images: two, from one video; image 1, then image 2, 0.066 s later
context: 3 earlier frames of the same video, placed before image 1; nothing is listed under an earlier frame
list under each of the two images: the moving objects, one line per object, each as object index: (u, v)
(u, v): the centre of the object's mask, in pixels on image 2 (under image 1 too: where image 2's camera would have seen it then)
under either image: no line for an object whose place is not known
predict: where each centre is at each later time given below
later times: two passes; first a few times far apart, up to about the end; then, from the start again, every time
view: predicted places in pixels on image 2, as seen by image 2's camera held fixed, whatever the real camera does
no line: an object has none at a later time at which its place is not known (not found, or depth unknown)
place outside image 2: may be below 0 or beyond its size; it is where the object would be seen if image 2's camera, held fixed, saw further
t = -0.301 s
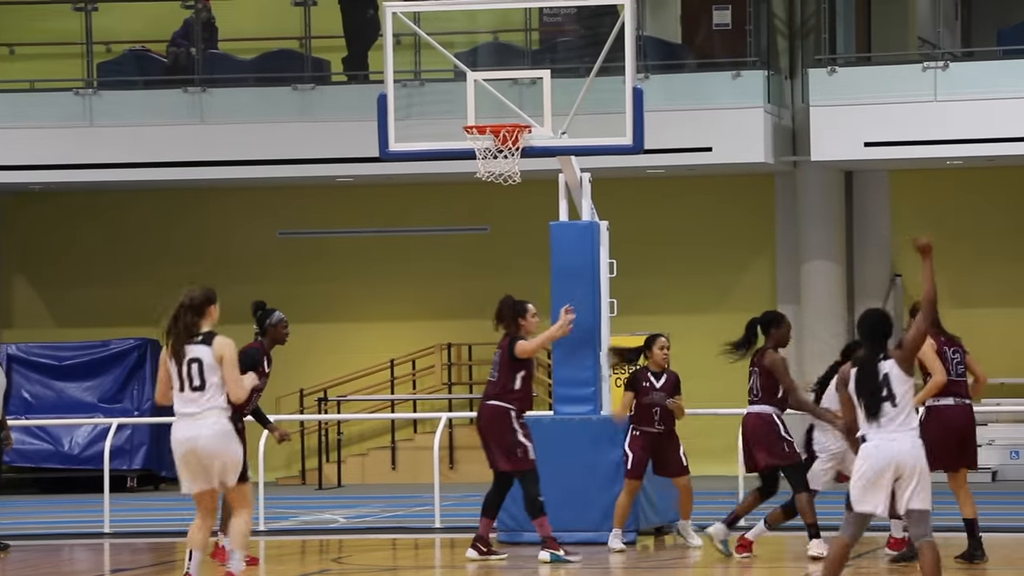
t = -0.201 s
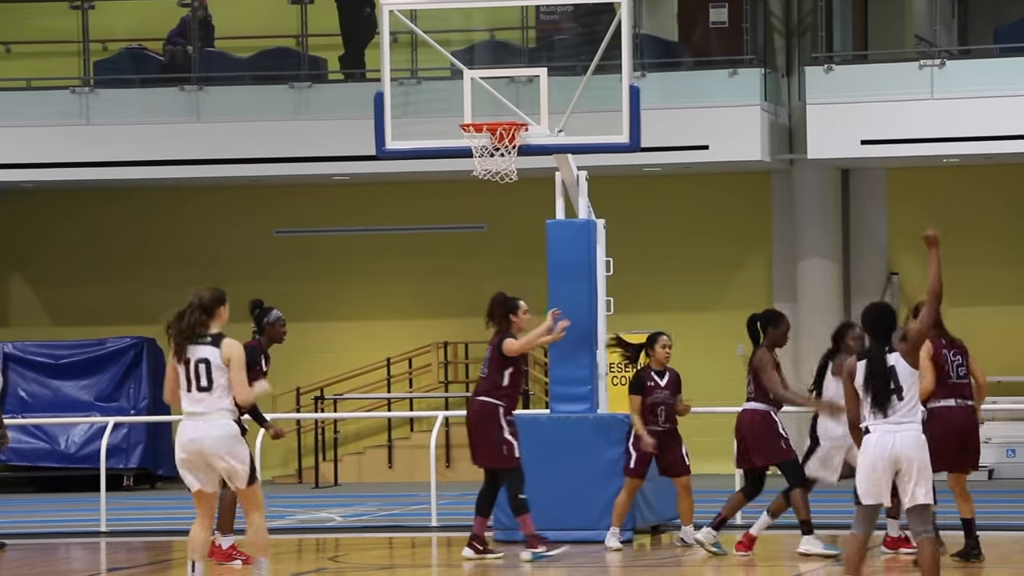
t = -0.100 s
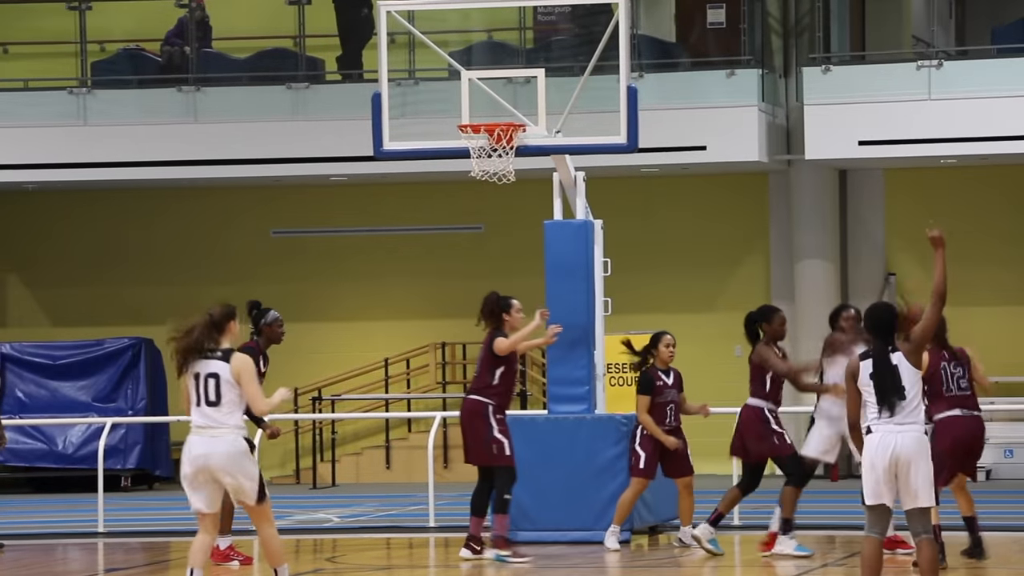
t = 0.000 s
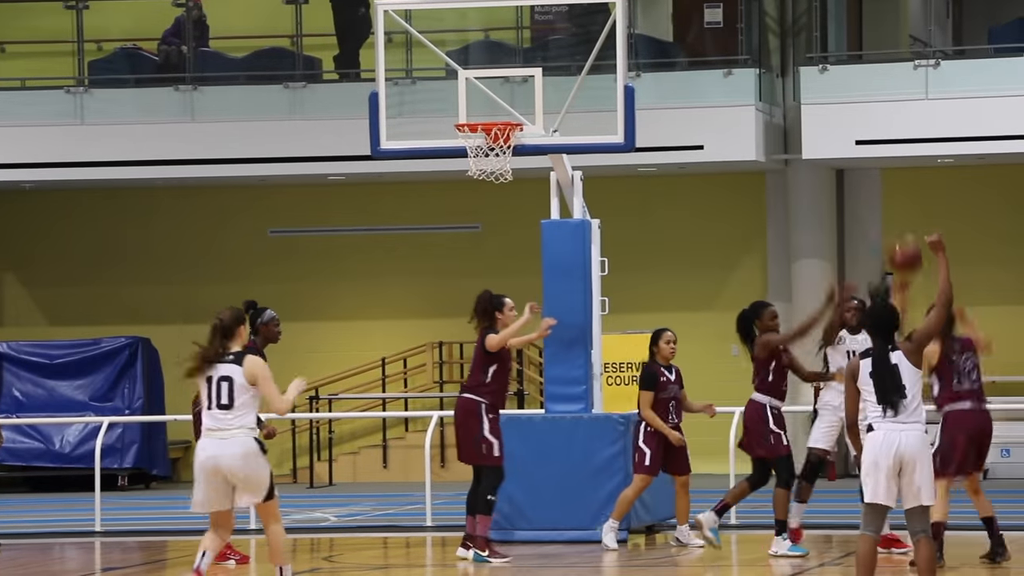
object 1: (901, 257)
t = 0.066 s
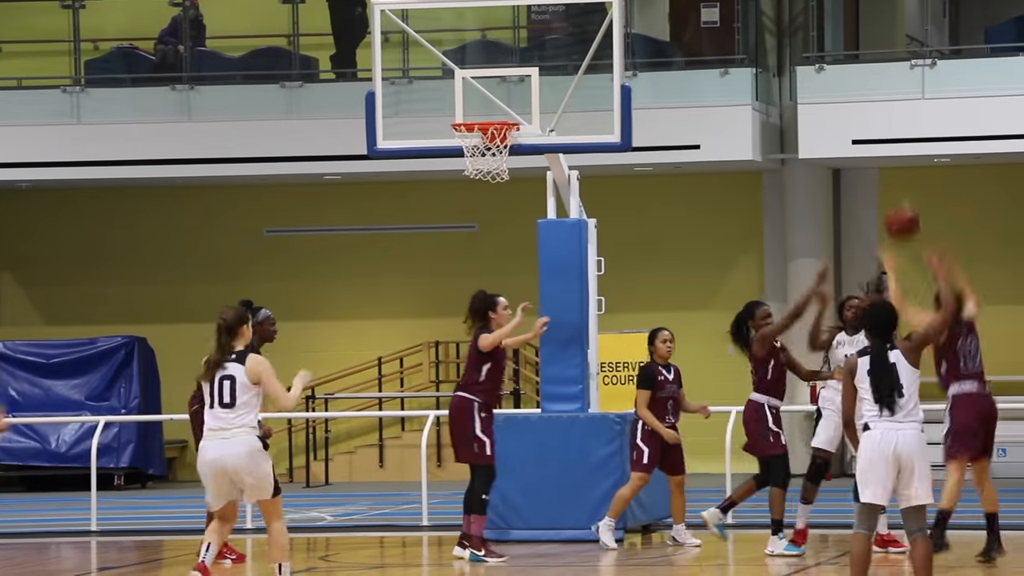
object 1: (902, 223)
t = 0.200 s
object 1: (904, 168)
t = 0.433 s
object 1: (910, 123)
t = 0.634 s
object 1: (920, 152)
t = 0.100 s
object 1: (902, 206)
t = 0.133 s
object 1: (903, 193)
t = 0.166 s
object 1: (903, 179)
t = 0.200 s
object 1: (904, 168)
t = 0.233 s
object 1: (904, 157)
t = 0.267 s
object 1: (905, 147)
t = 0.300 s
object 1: (906, 139)
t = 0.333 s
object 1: (907, 132)
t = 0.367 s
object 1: (908, 128)
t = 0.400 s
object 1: (909, 125)
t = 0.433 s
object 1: (910, 123)
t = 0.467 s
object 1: (912, 123)
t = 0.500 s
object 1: (913, 125)
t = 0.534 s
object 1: (915, 128)
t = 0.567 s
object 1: (917, 134)
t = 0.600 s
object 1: (918, 142)
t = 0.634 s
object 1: (920, 152)
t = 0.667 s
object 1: (923, 164)
